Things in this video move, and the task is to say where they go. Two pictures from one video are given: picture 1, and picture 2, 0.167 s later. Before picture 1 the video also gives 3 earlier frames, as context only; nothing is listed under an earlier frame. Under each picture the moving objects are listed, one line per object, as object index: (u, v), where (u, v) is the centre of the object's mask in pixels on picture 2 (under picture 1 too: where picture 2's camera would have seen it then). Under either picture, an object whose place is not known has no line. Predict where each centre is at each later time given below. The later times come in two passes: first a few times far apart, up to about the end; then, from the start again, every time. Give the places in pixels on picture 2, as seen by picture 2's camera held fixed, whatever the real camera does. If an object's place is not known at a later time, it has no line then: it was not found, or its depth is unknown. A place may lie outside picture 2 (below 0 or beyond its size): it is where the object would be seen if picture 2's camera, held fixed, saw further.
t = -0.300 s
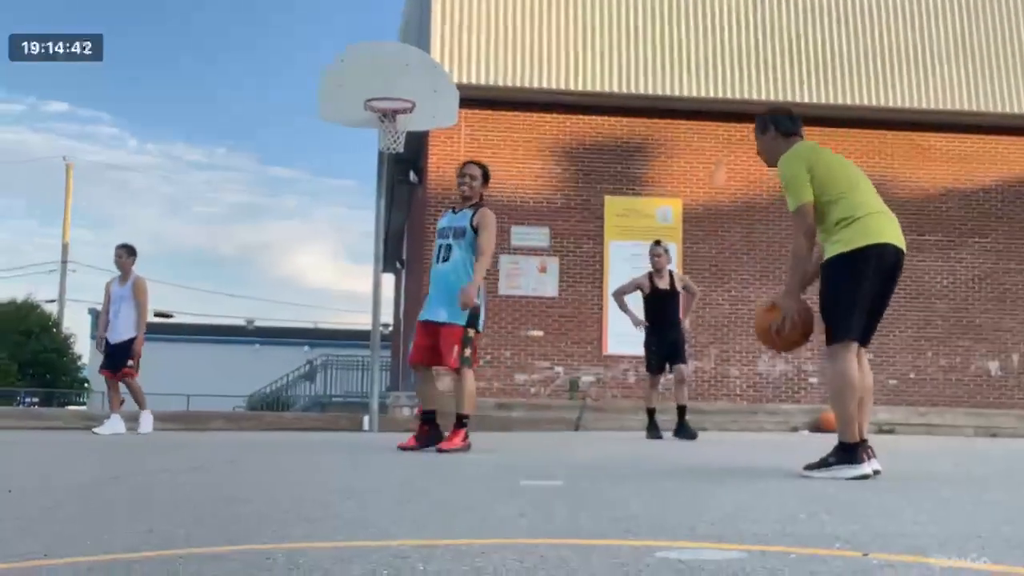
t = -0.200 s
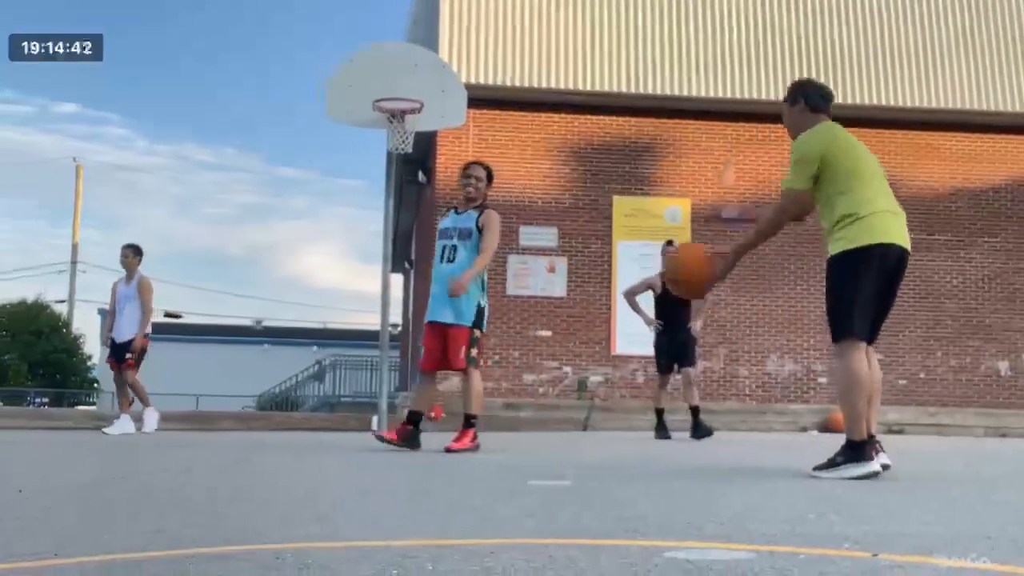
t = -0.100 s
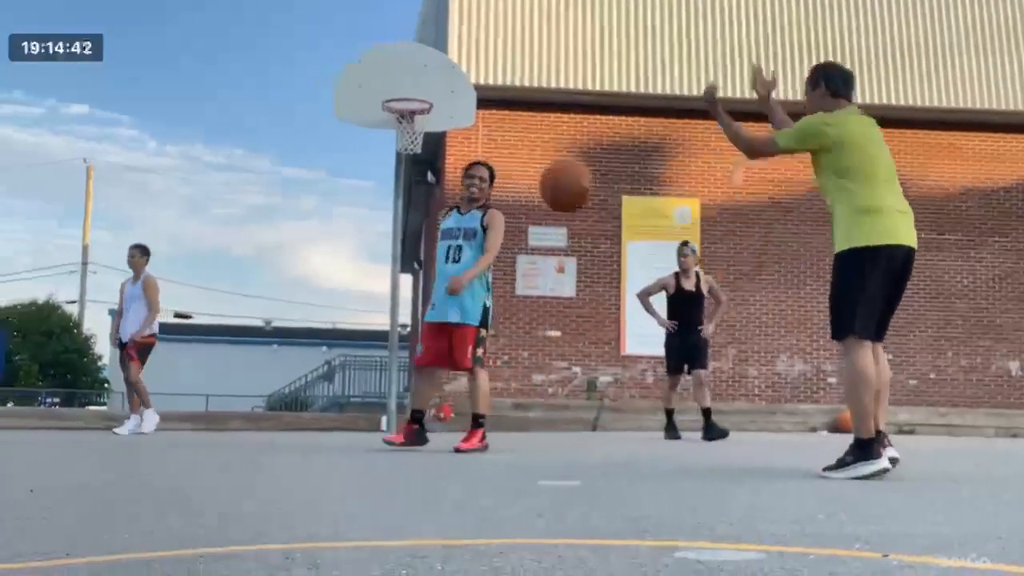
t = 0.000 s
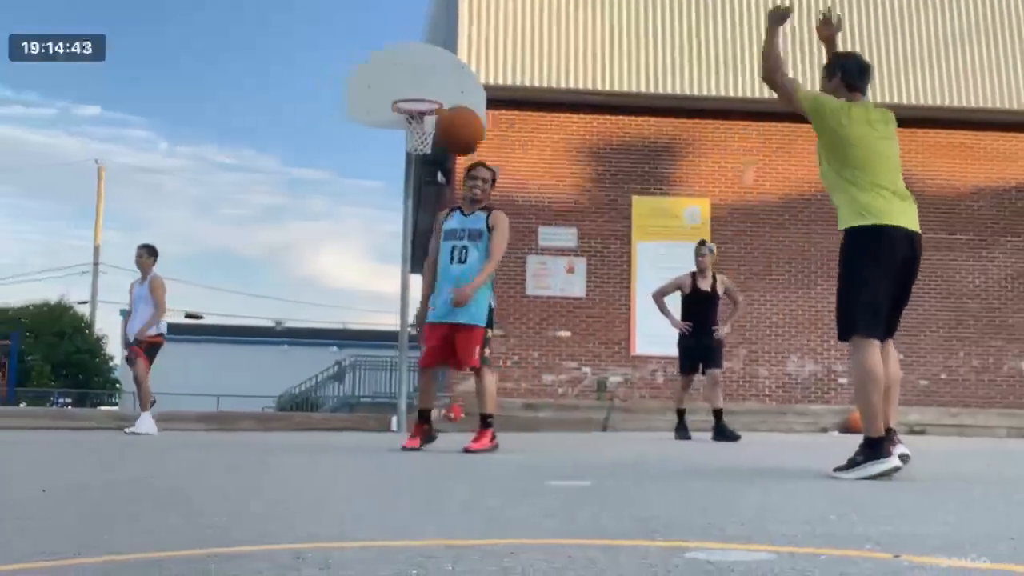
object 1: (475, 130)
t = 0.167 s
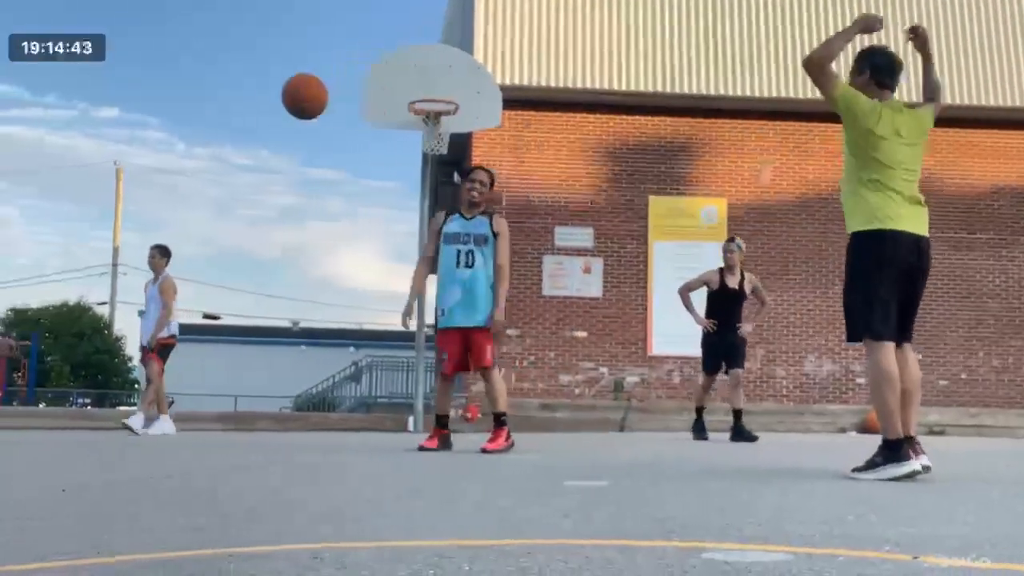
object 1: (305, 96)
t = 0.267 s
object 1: (215, 103)
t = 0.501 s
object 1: (29, 178)
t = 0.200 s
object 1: (274, 96)
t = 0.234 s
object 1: (244, 99)
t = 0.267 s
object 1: (215, 103)
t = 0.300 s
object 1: (186, 108)
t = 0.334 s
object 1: (158, 116)
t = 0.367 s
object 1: (131, 125)
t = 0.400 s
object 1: (105, 135)
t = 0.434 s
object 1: (79, 148)
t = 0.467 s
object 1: (53, 162)
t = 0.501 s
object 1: (29, 178)
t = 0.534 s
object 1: (4, 195)
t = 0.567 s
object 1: (-20, 213)
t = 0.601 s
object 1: (-34, 233)
